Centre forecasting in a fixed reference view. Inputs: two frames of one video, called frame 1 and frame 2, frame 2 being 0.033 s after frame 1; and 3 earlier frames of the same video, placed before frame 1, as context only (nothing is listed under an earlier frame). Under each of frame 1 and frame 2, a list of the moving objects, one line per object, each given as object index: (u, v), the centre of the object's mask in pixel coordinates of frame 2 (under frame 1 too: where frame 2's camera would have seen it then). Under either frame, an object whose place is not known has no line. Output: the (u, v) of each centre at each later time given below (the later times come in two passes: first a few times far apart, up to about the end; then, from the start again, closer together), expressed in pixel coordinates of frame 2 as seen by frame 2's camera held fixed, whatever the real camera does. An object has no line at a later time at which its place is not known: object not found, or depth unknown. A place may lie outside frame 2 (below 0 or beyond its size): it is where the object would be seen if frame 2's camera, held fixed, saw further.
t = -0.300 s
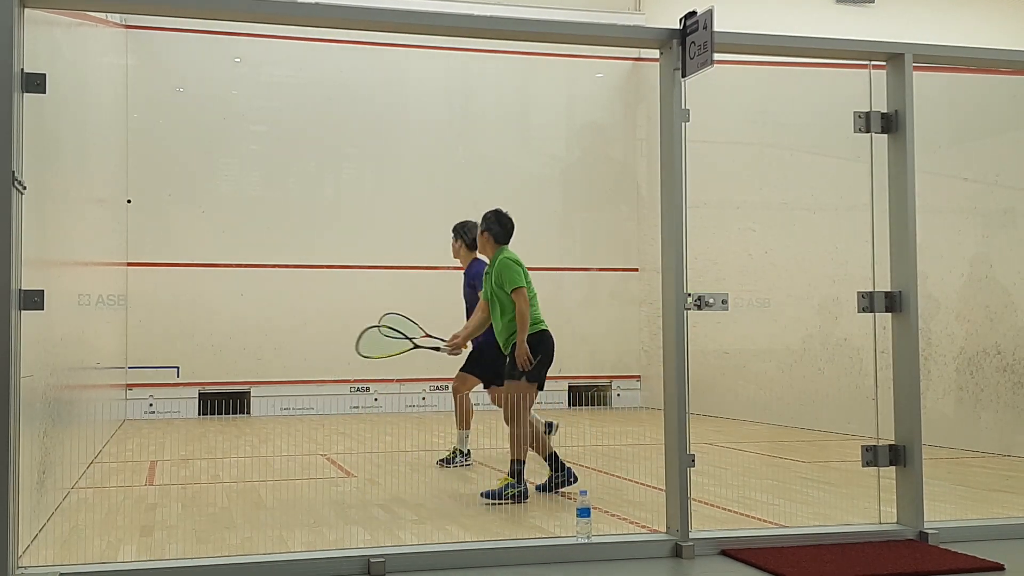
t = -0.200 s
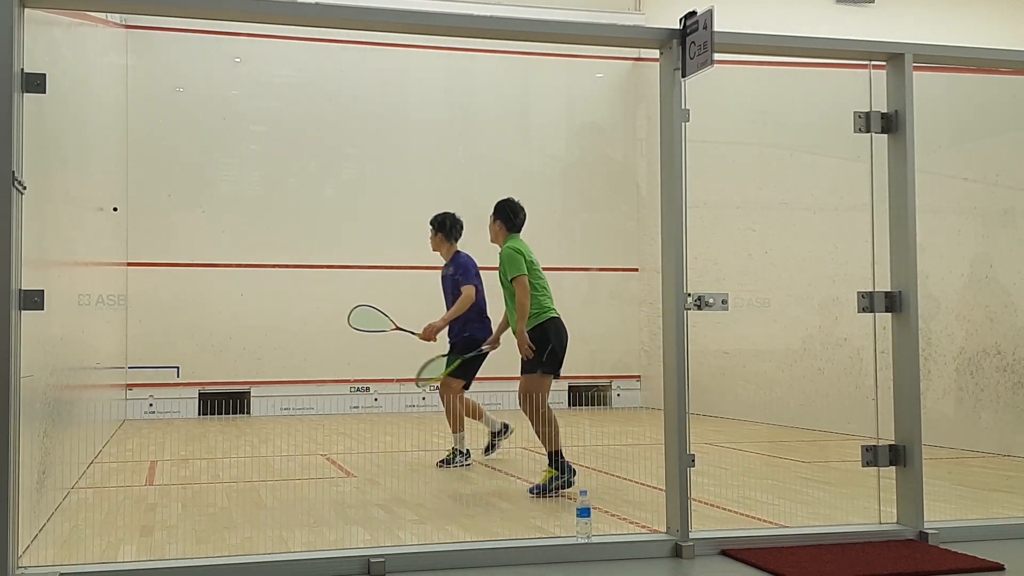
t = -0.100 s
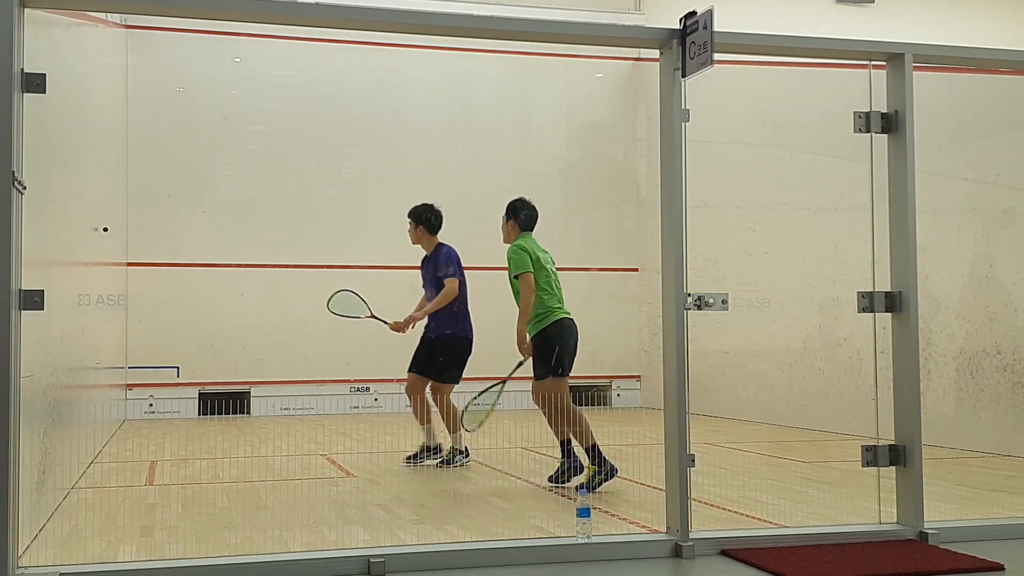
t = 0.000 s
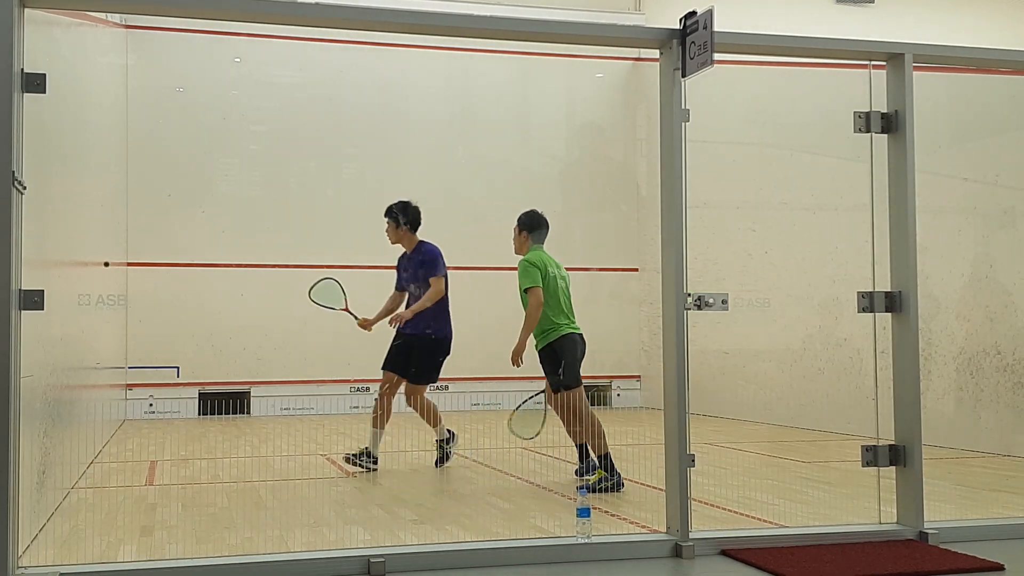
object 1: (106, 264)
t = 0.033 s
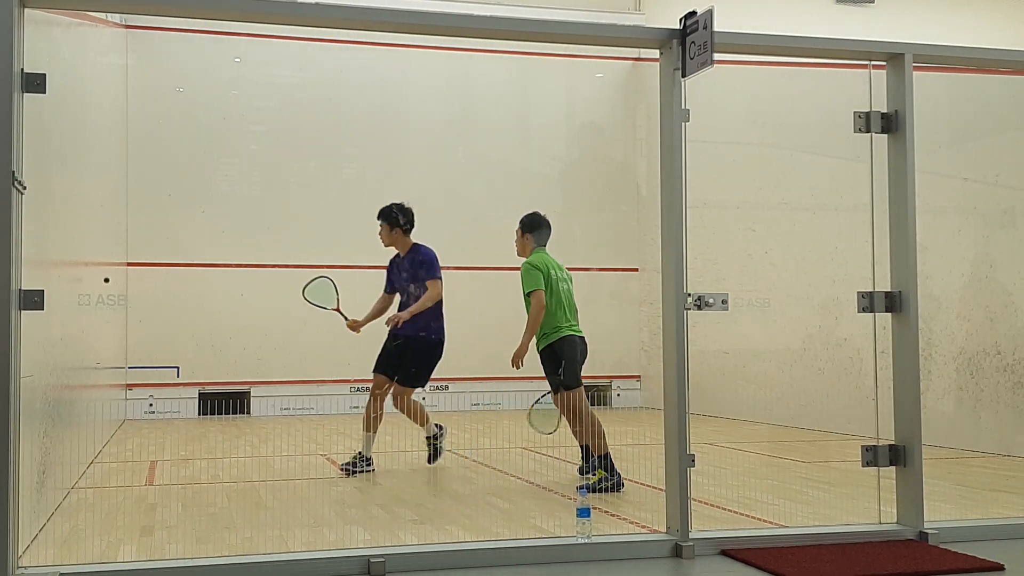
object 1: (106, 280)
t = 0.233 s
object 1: (104, 442)
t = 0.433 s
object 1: (112, 410)
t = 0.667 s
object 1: (130, 345)
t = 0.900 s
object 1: (151, 368)
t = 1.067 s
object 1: (164, 422)
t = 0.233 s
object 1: (104, 442)
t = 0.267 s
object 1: (102, 483)
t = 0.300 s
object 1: (104, 486)
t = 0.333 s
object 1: (106, 465)
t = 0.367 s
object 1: (108, 445)
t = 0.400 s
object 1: (110, 427)
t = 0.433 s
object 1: (112, 410)
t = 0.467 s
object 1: (115, 395)
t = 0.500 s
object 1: (117, 382)
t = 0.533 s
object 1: (120, 370)
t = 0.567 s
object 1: (123, 361)
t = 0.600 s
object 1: (125, 353)
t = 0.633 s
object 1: (128, 348)
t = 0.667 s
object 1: (130, 345)
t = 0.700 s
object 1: (133, 344)
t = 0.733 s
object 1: (136, 346)
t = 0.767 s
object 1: (140, 351)
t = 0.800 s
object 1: (143, 358)
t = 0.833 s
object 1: (146, 363)
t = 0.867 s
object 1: (148, 364)
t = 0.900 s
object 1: (151, 368)
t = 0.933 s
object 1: (154, 374)
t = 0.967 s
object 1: (157, 383)
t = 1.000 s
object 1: (159, 394)
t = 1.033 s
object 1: (161, 407)
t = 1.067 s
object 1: (164, 422)
